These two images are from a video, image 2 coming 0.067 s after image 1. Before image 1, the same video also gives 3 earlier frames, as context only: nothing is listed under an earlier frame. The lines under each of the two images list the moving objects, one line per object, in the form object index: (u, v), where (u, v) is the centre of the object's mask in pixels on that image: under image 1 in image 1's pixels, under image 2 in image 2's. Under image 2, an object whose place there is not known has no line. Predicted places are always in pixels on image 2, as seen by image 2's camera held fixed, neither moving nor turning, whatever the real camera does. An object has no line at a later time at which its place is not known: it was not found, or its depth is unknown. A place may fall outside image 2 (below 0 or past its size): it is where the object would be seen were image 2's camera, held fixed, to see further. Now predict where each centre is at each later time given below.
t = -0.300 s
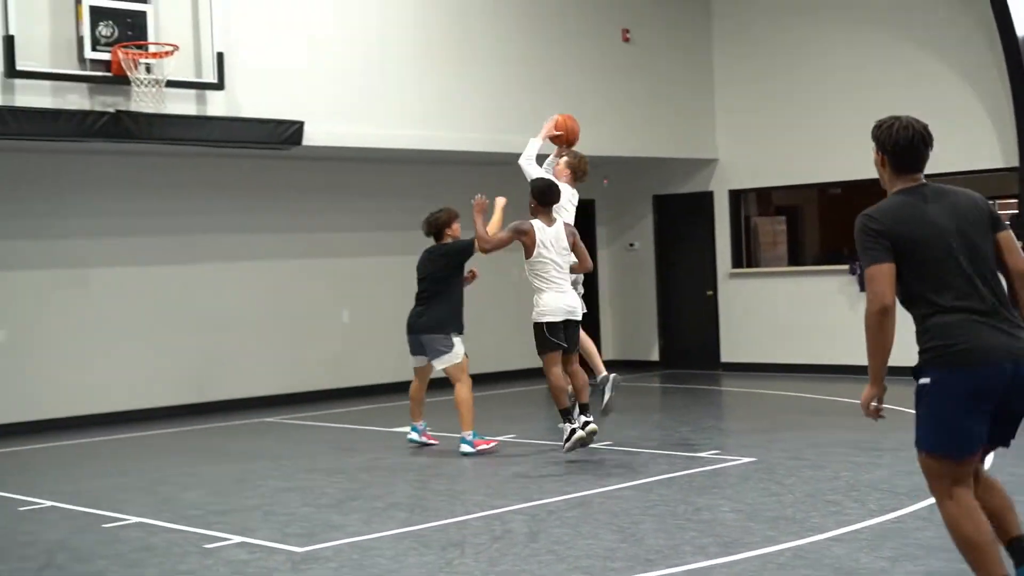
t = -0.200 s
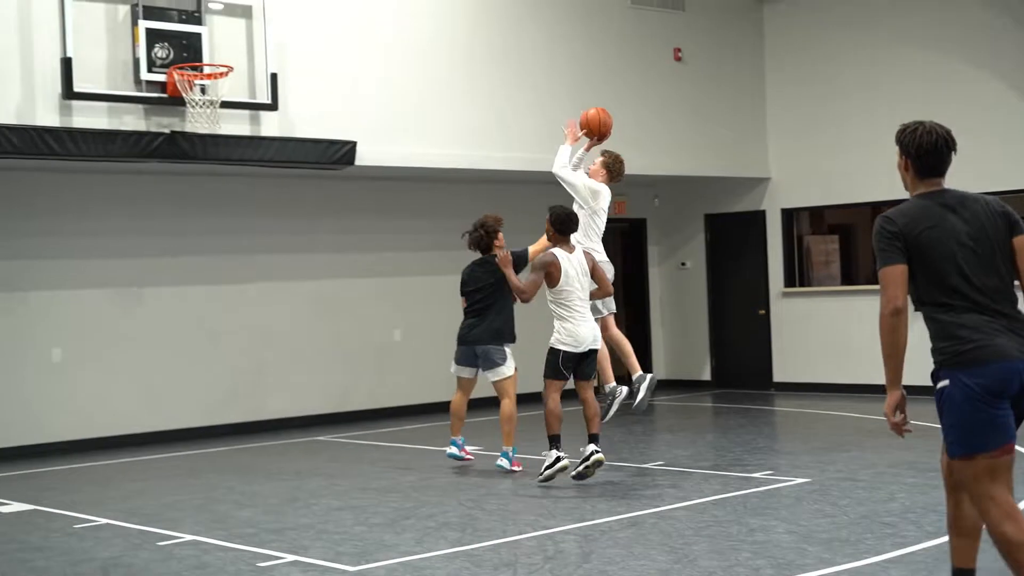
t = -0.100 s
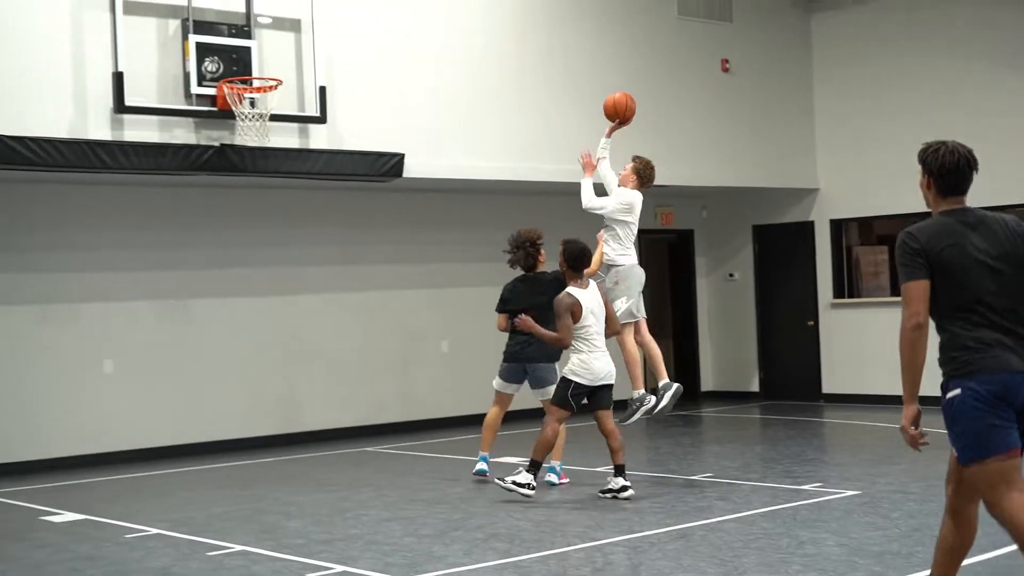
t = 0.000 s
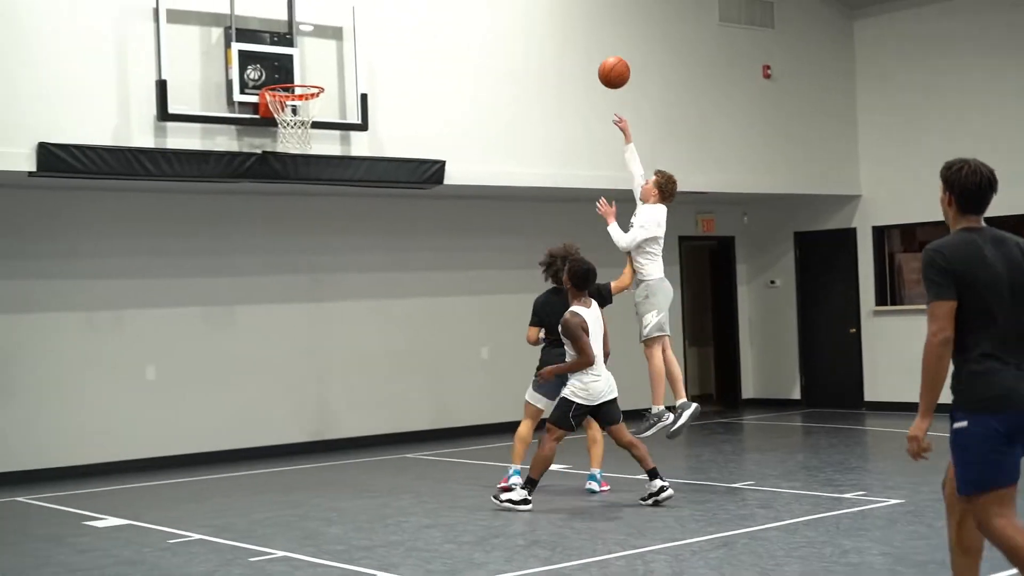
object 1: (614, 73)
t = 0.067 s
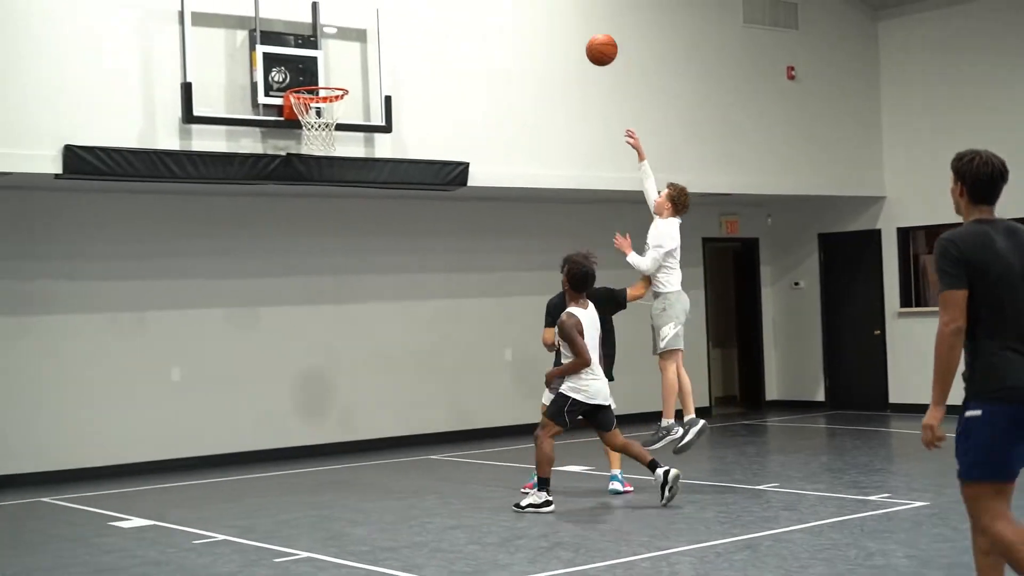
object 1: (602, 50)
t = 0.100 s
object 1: (583, 40)
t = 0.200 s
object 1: (530, 19)
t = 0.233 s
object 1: (513, 16)
